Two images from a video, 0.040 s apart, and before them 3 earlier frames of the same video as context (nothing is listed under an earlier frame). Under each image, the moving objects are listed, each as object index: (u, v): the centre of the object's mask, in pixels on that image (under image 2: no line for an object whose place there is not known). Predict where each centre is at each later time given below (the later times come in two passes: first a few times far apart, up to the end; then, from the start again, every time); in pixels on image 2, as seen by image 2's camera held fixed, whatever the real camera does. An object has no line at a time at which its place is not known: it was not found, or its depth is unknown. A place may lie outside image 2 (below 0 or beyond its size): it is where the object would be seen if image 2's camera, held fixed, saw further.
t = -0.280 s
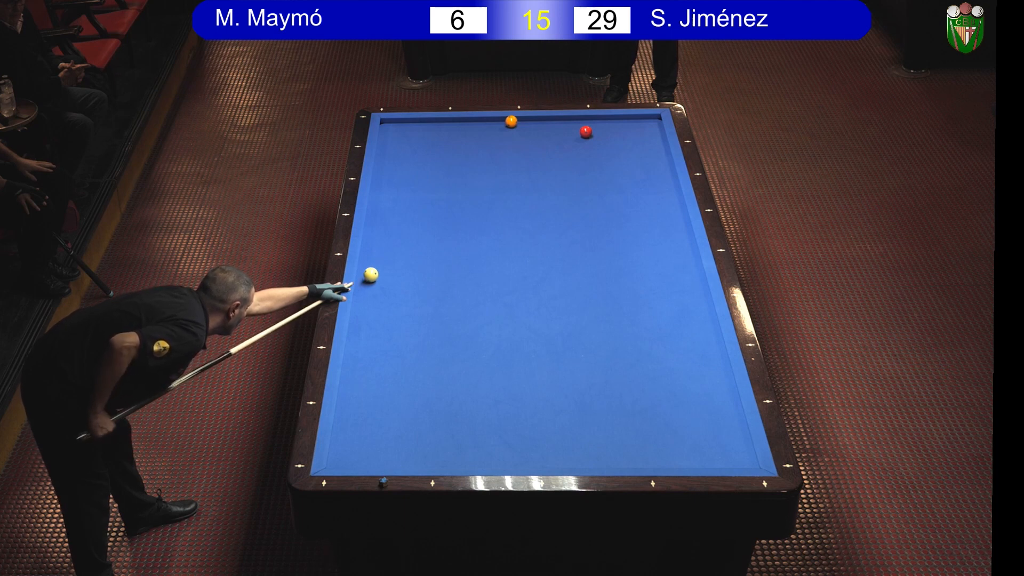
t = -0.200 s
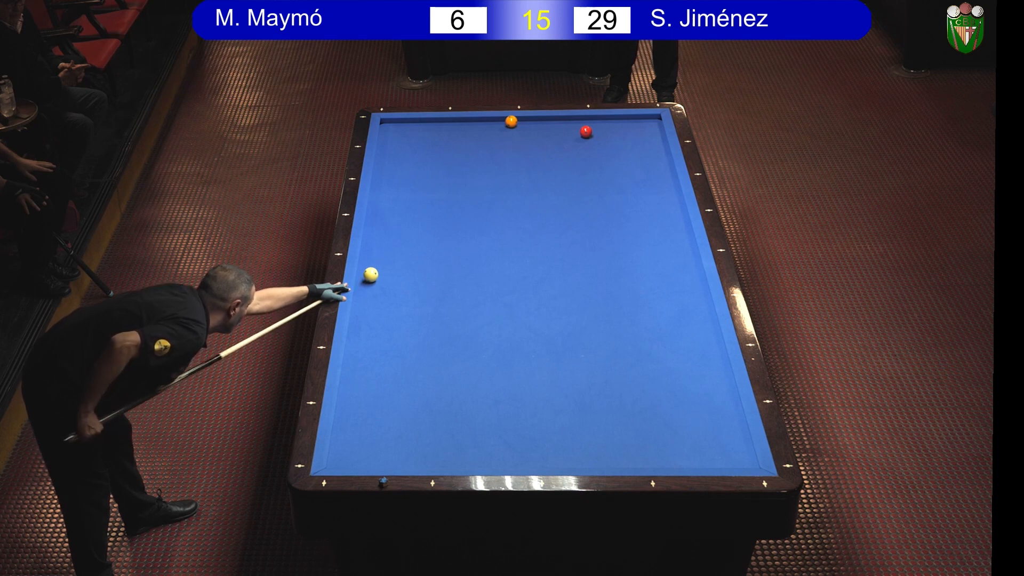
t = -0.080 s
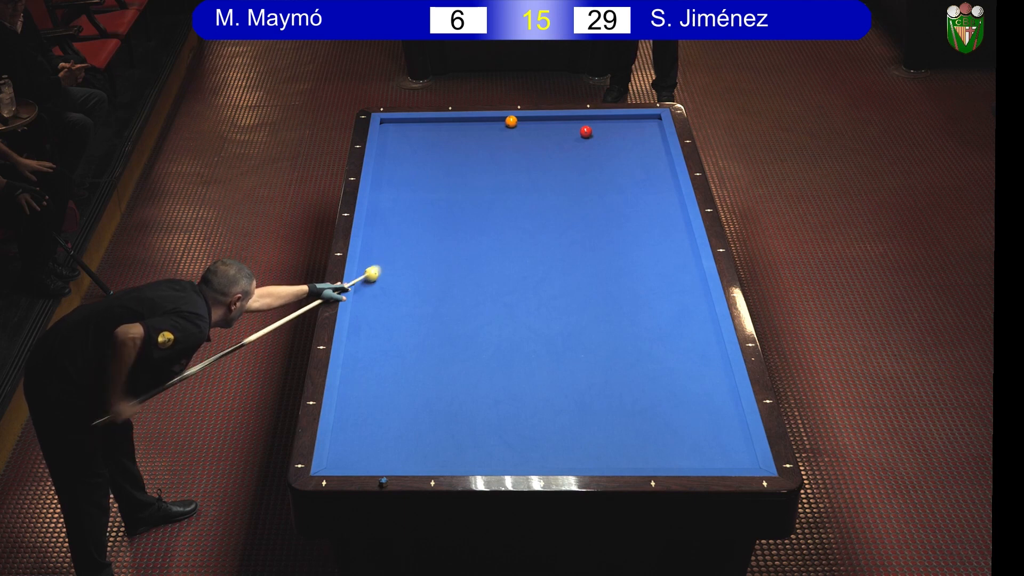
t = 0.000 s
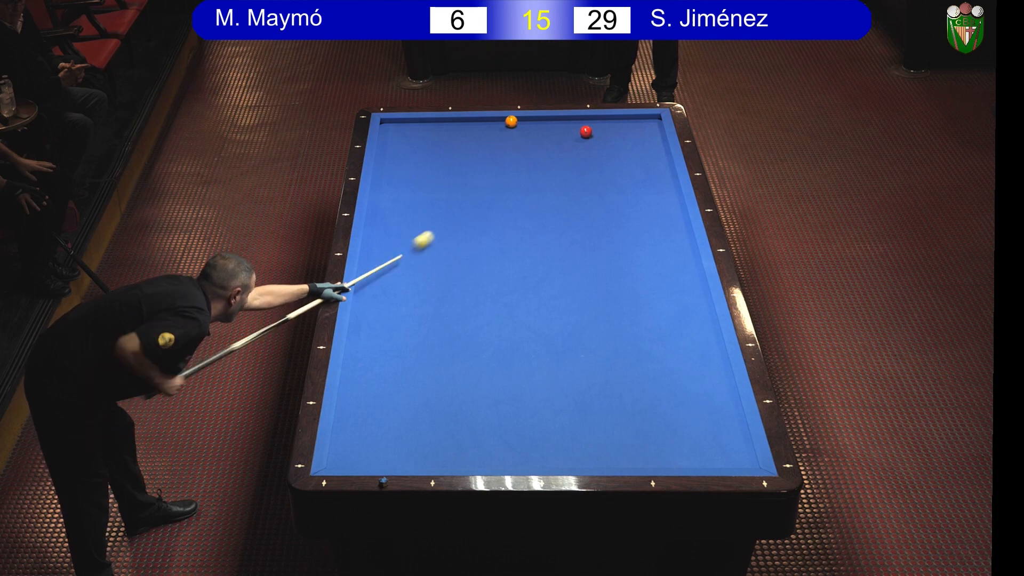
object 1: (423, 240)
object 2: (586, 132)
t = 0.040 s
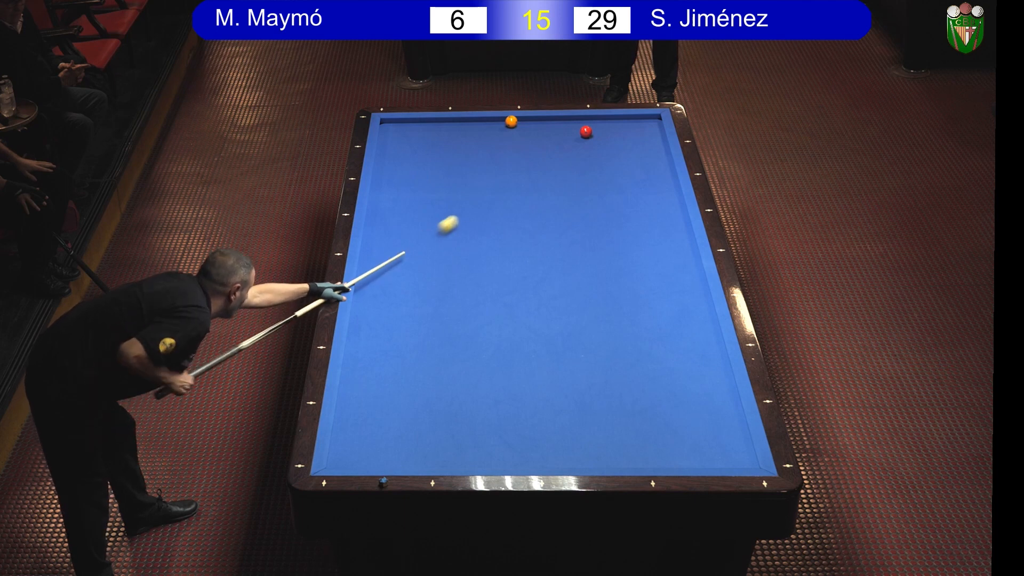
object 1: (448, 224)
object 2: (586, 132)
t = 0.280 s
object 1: (572, 145)
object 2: (586, 132)
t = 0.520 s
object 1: (651, 135)
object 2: (599, 148)
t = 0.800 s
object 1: (565, 138)
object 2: (620, 200)
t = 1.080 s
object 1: (501, 132)
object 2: (642, 256)
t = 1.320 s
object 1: (453, 126)
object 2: (664, 310)
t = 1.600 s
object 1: (401, 123)
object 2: (693, 384)
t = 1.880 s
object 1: (405, 127)
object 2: (725, 460)
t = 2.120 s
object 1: (428, 131)
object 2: (715, 408)
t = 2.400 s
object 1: (453, 135)
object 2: (708, 363)
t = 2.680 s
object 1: (479, 138)
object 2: (702, 323)
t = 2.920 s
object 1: (500, 142)
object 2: (698, 293)
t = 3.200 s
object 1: (526, 146)
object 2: (693, 260)
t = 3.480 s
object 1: (550, 149)
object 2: (683, 230)
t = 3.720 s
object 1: (571, 152)
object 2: (675, 207)
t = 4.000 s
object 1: (595, 156)
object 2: (667, 182)
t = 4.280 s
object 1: (619, 160)
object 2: (659, 159)
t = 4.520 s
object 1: (639, 163)
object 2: (652, 141)
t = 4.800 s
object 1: (661, 166)
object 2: (645, 121)
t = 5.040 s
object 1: (662, 169)
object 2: (644, 126)
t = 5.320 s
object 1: (651, 171)
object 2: (644, 137)
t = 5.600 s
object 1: (640, 173)
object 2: (644, 148)
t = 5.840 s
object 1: (632, 175)
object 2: (644, 157)
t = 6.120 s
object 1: (623, 177)
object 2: (644, 168)
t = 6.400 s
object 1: (614, 179)
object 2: (644, 179)
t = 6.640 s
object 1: (607, 180)
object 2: (644, 189)
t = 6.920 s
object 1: (600, 182)
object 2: (643, 200)
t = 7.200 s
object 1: (593, 183)
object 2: (642, 211)
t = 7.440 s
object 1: (588, 185)
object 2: (642, 220)
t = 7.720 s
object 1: (582, 186)
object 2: (641, 231)
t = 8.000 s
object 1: (577, 187)
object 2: (640, 242)
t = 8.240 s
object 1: (573, 188)
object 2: (639, 252)
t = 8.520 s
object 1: (569, 189)
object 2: (639, 262)
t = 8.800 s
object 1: (566, 190)
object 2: (638, 273)
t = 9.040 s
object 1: (564, 191)
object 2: (637, 282)
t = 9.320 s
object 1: (562, 191)
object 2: (636, 292)
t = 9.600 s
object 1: (560, 192)
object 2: (635, 302)
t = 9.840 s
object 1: (560, 192)
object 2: (634, 311)
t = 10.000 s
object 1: (559, 192)
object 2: (633, 316)
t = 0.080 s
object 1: (471, 209)
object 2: (586, 132)
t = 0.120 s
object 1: (494, 195)
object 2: (586, 132)
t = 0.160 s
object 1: (515, 181)
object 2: (586, 132)
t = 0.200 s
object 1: (535, 169)
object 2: (586, 132)
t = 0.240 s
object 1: (554, 156)
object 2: (586, 132)
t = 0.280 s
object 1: (572, 145)
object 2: (586, 132)
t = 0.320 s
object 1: (590, 136)
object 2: (586, 127)
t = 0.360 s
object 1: (606, 137)
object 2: (587, 119)
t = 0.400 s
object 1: (623, 136)
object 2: (590, 124)
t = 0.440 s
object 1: (639, 136)
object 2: (593, 132)
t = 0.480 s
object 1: (656, 135)
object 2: (596, 140)
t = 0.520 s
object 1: (651, 135)
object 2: (599, 148)
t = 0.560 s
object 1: (637, 136)
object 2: (602, 156)
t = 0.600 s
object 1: (624, 137)
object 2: (606, 164)
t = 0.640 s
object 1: (611, 137)
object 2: (608, 171)
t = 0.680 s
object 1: (599, 138)
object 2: (612, 179)
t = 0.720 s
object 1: (587, 138)
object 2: (614, 186)
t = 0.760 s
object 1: (576, 138)
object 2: (617, 193)
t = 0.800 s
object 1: (565, 138)
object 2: (620, 200)
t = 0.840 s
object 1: (554, 137)
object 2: (623, 208)
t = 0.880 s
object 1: (544, 137)
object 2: (626, 216)
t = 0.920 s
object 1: (535, 136)
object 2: (629, 223)
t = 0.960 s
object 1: (526, 135)
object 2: (632, 231)
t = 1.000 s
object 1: (517, 134)
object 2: (636, 240)
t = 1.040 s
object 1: (509, 133)
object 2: (639, 247)
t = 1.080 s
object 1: (501, 132)
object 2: (642, 256)
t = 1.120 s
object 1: (493, 131)
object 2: (646, 265)
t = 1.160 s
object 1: (485, 130)
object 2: (649, 273)
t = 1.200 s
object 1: (477, 129)
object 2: (653, 282)
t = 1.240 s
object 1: (468, 128)
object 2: (657, 292)
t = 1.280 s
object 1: (460, 126)
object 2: (660, 301)
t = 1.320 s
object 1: (453, 126)
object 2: (664, 310)
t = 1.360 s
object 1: (445, 124)
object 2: (668, 320)
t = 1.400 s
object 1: (437, 123)
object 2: (672, 330)
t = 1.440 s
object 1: (429, 122)
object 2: (676, 341)
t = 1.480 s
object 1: (421, 121)
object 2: (680, 351)
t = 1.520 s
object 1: (414, 121)
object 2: (685, 362)
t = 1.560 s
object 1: (407, 122)
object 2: (689, 373)
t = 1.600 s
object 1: (401, 123)
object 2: (693, 384)
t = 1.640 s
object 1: (394, 123)
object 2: (698, 396)
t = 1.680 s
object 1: (387, 124)
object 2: (703, 407)
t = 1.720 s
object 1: (388, 125)
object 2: (708, 420)
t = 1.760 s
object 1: (393, 125)
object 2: (712, 432)
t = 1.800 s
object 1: (398, 126)
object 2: (718, 445)
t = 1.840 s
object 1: (401, 126)
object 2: (723, 457)
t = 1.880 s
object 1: (405, 127)
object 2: (725, 460)
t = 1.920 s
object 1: (409, 128)
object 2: (723, 451)
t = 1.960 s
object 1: (413, 128)
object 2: (721, 441)
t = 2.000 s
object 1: (416, 129)
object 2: (719, 432)
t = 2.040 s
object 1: (420, 129)
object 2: (718, 423)
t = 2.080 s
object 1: (424, 130)
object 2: (716, 415)
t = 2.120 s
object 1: (428, 131)
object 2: (715, 408)
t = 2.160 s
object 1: (431, 131)
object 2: (714, 401)
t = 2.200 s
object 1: (435, 132)
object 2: (713, 395)
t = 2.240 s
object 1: (439, 132)
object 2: (712, 388)
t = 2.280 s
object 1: (442, 133)
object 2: (711, 382)
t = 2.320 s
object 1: (446, 133)
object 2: (710, 376)
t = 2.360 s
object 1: (450, 134)
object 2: (709, 369)
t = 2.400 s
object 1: (453, 135)
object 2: (708, 363)
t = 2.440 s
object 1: (457, 135)
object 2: (708, 357)
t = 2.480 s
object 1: (461, 136)
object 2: (707, 352)
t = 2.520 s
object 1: (464, 136)
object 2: (706, 346)
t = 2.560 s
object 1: (468, 137)
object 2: (705, 340)
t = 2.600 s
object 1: (471, 137)
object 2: (704, 334)
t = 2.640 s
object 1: (475, 138)
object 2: (703, 329)
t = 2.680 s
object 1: (479, 138)
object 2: (702, 323)
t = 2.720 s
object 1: (482, 139)
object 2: (702, 318)
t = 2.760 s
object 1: (486, 140)
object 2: (701, 313)
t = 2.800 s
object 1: (490, 140)
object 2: (700, 308)
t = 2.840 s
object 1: (493, 141)
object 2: (699, 302)
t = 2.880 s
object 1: (497, 141)
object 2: (699, 297)
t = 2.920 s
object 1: (500, 142)
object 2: (698, 293)
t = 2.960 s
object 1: (504, 142)
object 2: (697, 288)
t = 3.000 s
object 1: (508, 143)
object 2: (696, 283)
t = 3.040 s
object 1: (511, 143)
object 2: (696, 278)
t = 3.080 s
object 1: (515, 144)
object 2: (695, 273)
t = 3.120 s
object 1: (518, 144)
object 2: (694, 269)
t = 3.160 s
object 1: (522, 145)
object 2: (694, 264)
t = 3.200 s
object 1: (526, 146)
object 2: (693, 260)
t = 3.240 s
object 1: (529, 146)
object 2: (692, 255)
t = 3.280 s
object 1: (533, 147)
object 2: (690, 251)
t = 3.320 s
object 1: (536, 147)
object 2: (689, 246)
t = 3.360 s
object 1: (540, 148)
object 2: (688, 242)
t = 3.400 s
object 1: (543, 148)
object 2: (686, 238)
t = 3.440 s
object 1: (547, 149)
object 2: (685, 234)
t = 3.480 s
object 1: (550, 149)
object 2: (683, 230)
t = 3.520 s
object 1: (554, 150)
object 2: (682, 226)
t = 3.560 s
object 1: (557, 150)
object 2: (681, 222)
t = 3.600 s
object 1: (561, 151)
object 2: (679, 218)
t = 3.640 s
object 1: (564, 151)
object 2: (678, 214)
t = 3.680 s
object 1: (568, 152)
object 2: (677, 210)
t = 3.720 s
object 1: (571, 152)
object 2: (675, 207)
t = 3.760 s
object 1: (575, 153)
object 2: (674, 203)
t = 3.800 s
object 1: (578, 153)
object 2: (673, 199)
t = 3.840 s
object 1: (582, 154)
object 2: (672, 196)
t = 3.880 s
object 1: (585, 155)
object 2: (670, 192)
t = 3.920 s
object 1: (588, 155)
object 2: (669, 189)
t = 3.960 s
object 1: (592, 155)
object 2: (668, 185)
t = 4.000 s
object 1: (595, 156)
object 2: (667, 182)
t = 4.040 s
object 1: (599, 157)
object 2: (666, 179)
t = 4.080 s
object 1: (602, 157)
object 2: (664, 175)
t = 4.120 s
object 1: (605, 158)
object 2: (663, 172)
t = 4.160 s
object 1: (609, 158)
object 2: (662, 169)
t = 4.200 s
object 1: (612, 159)
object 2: (661, 165)
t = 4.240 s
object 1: (616, 159)
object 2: (660, 162)
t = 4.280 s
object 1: (619, 160)
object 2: (659, 159)
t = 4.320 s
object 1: (622, 160)
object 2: (657, 156)
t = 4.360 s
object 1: (625, 161)
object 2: (656, 153)
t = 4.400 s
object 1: (629, 161)
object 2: (655, 150)
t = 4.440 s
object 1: (632, 162)
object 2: (654, 147)
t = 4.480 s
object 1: (636, 162)
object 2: (653, 144)
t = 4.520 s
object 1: (639, 163)
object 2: (652, 141)
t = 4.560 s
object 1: (642, 163)
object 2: (651, 138)
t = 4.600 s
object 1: (645, 164)
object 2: (650, 135)
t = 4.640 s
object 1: (649, 164)
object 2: (649, 132)
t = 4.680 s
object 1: (652, 165)
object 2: (648, 129)
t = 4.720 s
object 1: (655, 165)
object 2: (647, 126)
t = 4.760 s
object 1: (658, 166)
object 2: (646, 124)
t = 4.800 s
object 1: (661, 166)
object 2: (645, 121)
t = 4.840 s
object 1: (665, 167)
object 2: (644, 118)
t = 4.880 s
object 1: (668, 167)
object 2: (644, 119)
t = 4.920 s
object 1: (667, 167)
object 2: (644, 121)
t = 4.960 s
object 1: (665, 168)
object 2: (644, 122)
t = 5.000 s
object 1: (663, 168)
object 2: (644, 124)
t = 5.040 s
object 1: (662, 169)
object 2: (644, 126)
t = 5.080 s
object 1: (660, 169)
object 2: (644, 127)
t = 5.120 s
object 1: (659, 169)
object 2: (644, 128)
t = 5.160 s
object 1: (657, 169)
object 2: (644, 130)
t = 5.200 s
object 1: (655, 170)
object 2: (644, 132)
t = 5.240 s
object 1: (654, 170)
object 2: (644, 133)
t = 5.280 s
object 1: (652, 170)
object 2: (644, 135)
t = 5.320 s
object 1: (651, 171)
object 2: (644, 137)
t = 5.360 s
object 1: (649, 171)
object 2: (644, 138)
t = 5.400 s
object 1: (648, 171)
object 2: (644, 140)
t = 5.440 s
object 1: (646, 172)
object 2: (644, 141)
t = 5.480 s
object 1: (645, 172)
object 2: (644, 143)
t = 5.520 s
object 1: (643, 172)
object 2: (644, 144)
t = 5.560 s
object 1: (642, 173)
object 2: (644, 146)
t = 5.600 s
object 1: (640, 173)
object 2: (644, 148)
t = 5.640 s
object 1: (639, 173)
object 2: (644, 149)
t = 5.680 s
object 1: (638, 174)
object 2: (645, 151)
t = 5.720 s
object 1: (636, 174)
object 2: (645, 152)
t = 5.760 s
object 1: (635, 174)
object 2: (644, 154)
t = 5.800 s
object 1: (633, 175)
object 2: (645, 156)
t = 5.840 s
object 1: (632, 175)
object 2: (644, 157)
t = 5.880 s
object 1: (631, 175)
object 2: (644, 159)
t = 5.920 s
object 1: (629, 176)
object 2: (645, 160)
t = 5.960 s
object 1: (628, 176)
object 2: (644, 162)
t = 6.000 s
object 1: (627, 176)
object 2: (644, 163)
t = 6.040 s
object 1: (625, 176)
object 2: (644, 165)
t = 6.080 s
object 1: (624, 177)
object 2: (644, 167)
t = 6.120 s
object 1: (623, 177)
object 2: (644, 168)
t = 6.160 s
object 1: (622, 177)
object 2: (644, 170)
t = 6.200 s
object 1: (620, 178)
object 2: (644, 171)
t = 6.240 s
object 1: (619, 178)
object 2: (644, 173)
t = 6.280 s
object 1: (618, 178)
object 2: (644, 175)
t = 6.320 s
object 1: (617, 178)
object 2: (644, 176)
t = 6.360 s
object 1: (615, 179)
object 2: (644, 178)
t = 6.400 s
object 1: (614, 179)
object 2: (644, 179)
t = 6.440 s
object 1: (613, 179)
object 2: (644, 181)
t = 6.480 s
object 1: (612, 179)
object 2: (644, 183)
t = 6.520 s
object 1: (611, 180)
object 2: (644, 184)
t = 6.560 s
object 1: (610, 180)
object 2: (644, 186)
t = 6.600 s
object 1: (609, 180)
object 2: (644, 187)
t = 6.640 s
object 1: (607, 180)
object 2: (644, 189)
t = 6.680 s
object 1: (606, 181)
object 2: (643, 190)
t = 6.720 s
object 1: (605, 181)
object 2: (643, 192)
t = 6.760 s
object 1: (604, 181)
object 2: (643, 194)
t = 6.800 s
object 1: (603, 181)
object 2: (643, 195)
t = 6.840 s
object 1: (602, 181)
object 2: (643, 197)
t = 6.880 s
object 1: (601, 182)
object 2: (643, 198)
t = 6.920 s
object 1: (600, 182)
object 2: (643, 200)
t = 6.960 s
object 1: (599, 182)
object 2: (643, 202)
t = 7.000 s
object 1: (598, 182)
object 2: (643, 203)
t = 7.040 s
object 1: (597, 183)
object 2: (643, 205)
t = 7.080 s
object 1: (596, 183)
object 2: (643, 206)
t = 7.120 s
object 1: (595, 183)
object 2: (642, 208)
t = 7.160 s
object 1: (594, 183)
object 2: (642, 209)
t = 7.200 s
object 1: (593, 183)
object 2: (642, 211)
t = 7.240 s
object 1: (592, 184)
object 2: (642, 213)
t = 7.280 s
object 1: (591, 184)
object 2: (642, 214)
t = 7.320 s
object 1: (590, 184)
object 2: (642, 216)
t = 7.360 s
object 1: (589, 184)
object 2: (642, 217)
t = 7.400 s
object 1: (588, 184)
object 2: (642, 219)
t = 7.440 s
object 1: (588, 185)
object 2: (642, 220)
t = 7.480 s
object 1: (587, 185)
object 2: (642, 222)
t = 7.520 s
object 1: (586, 185)
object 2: (642, 224)
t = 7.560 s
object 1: (585, 185)
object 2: (641, 225)
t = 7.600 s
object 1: (584, 185)
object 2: (641, 227)
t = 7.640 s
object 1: (584, 186)
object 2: (641, 228)
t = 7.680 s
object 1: (583, 186)
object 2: (641, 230)
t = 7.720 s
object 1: (582, 186)
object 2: (641, 231)
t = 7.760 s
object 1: (581, 186)
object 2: (641, 233)
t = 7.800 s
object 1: (580, 186)
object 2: (641, 235)
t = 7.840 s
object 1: (580, 187)
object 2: (641, 236)
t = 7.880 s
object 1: (579, 187)
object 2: (640, 238)
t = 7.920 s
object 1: (578, 187)
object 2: (640, 239)
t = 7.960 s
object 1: (578, 187)
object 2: (640, 241)
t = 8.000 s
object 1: (577, 187)
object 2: (640, 242)
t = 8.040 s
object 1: (576, 187)
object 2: (640, 244)
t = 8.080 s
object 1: (576, 188)
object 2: (640, 245)
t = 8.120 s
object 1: (575, 188)
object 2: (640, 247)
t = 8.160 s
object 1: (574, 188)
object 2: (640, 248)
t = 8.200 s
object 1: (574, 188)
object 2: (640, 250)
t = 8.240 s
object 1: (573, 188)
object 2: (639, 252)
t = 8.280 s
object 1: (573, 188)
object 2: (639, 253)
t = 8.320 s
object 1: (572, 188)
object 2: (639, 255)
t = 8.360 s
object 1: (571, 189)
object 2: (639, 256)
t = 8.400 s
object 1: (571, 189)
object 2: (639, 258)
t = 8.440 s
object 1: (570, 189)
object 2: (639, 259)
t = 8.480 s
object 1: (570, 189)
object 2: (639, 261)
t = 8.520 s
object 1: (569, 189)
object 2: (639, 262)
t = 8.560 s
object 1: (569, 189)
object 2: (638, 264)
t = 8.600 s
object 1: (568, 189)
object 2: (638, 265)
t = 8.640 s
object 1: (568, 190)
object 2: (638, 267)
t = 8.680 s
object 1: (567, 190)
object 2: (638, 268)
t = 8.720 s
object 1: (567, 190)
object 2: (638, 270)
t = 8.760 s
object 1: (566, 190)
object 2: (638, 272)
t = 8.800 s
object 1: (566, 190)
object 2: (638, 273)
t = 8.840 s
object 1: (566, 190)
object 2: (638, 275)
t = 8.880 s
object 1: (565, 190)
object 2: (638, 276)
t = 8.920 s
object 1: (565, 190)
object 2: (637, 277)
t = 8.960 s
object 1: (565, 191)
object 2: (637, 279)
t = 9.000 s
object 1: (564, 191)
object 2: (637, 280)
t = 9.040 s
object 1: (564, 191)
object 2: (637, 282)
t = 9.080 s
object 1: (564, 191)
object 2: (637, 283)
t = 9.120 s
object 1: (563, 191)
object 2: (637, 285)
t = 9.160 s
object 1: (563, 191)
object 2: (637, 286)
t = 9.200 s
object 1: (563, 191)
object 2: (636, 288)
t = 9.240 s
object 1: (562, 191)
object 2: (636, 289)
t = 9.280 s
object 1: (562, 191)
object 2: (636, 291)
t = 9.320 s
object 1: (562, 191)
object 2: (636, 292)
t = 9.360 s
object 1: (561, 191)
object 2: (636, 294)
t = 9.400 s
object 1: (561, 191)
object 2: (636, 295)
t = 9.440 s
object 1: (561, 192)
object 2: (635, 297)
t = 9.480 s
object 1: (561, 192)
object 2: (635, 298)
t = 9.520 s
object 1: (561, 192)
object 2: (635, 299)
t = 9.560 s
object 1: (560, 192)
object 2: (635, 301)
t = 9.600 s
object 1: (560, 192)
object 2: (635, 302)
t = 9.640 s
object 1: (560, 192)
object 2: (635, 304)
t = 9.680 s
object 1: (560, 192)
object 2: (634, 305)
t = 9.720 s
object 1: (560, 192)
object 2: (634, 307)
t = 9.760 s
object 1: (560, 192)
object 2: (634, 308)
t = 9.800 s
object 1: (560, 192)
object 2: (634, 309)
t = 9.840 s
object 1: (560, 192)
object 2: (634, 311)
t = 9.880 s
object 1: (560, 192)
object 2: (634, 312)
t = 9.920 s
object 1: (560, 192)
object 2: (633, 313)
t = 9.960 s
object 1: (559, 192)
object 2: (633, 315)
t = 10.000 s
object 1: (559, 192)
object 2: (633, 316)
